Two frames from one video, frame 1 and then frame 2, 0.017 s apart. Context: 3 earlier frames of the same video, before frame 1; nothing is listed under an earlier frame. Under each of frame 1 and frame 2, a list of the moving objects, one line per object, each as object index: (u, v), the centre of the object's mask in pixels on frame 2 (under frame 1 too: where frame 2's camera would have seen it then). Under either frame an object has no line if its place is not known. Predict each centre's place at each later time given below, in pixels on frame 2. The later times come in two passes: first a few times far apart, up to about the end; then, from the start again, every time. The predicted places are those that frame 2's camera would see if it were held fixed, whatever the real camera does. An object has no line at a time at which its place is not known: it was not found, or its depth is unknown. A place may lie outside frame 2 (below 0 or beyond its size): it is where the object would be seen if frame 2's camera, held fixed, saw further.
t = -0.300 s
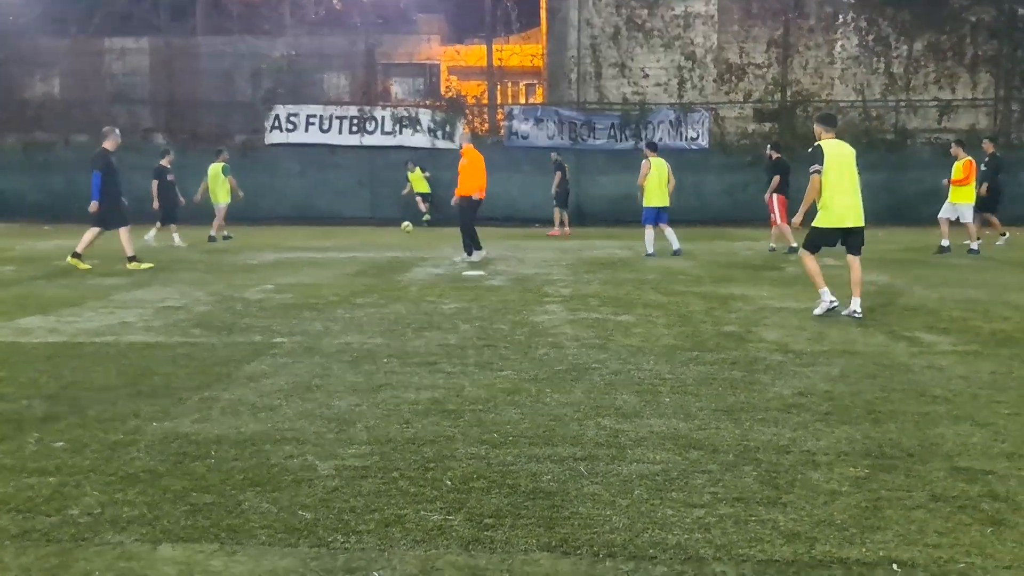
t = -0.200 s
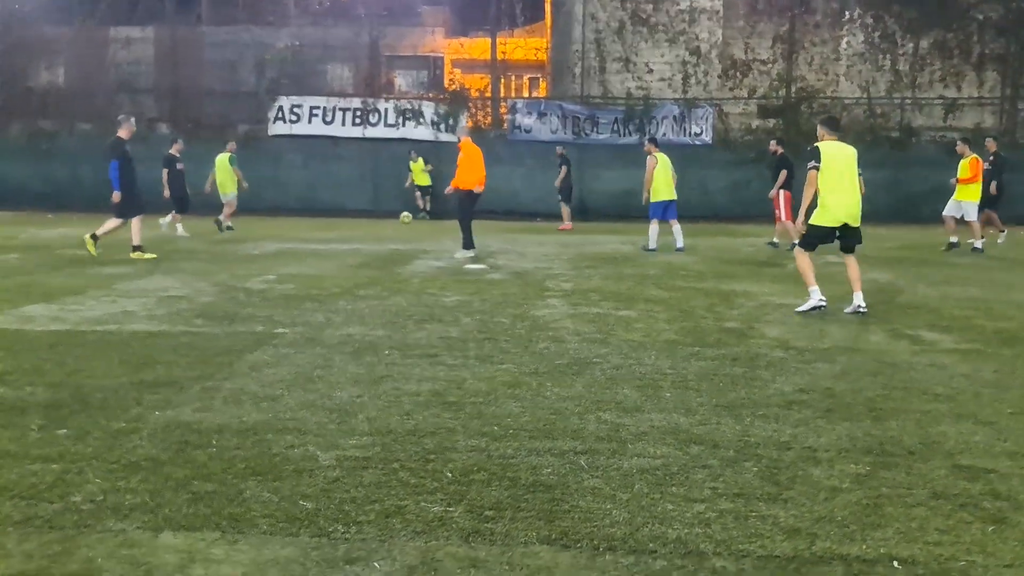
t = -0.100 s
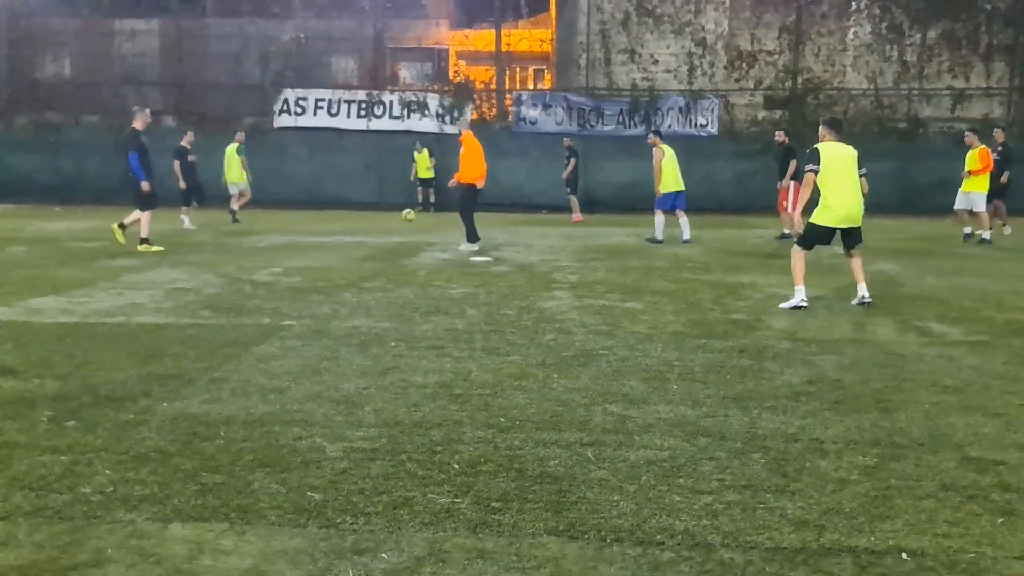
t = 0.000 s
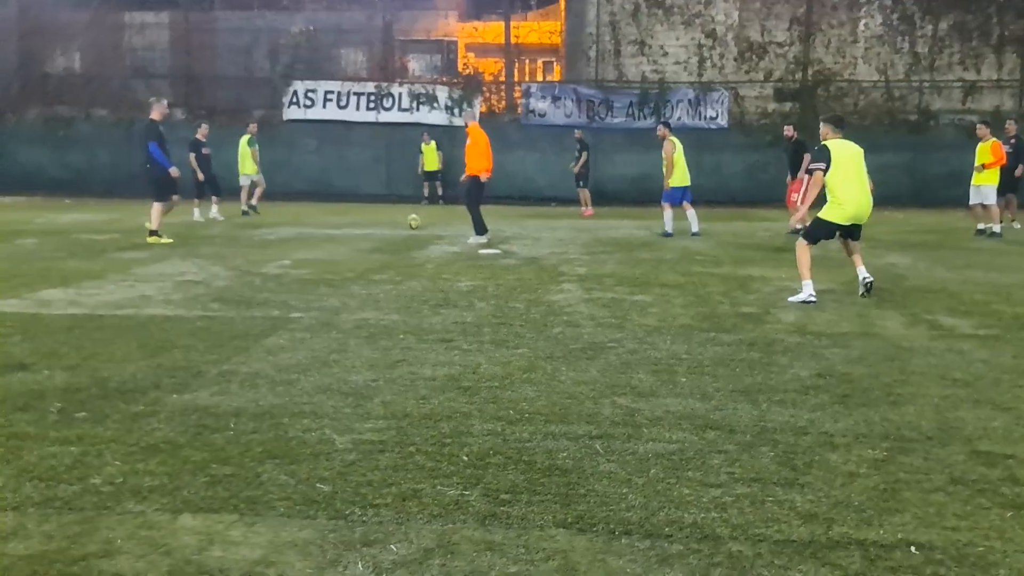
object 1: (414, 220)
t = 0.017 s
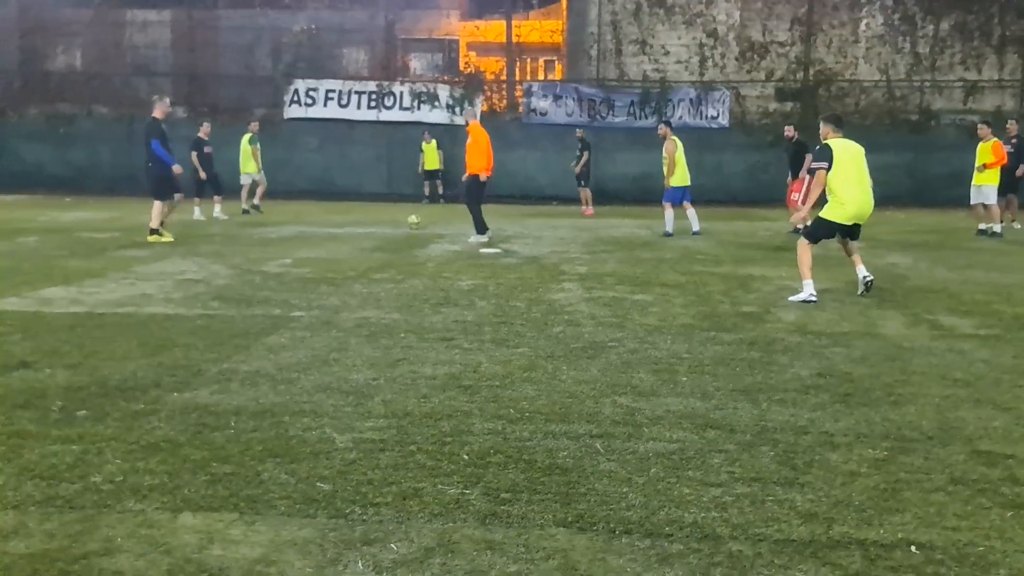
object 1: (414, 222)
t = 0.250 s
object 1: (407, 220)
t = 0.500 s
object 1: (394, 234)
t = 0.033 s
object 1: (414, 220)
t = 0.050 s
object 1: (413, 218)
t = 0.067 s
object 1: (411, 217)
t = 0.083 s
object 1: (410, 216)
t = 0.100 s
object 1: (410, 215)
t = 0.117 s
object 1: (409, 211)
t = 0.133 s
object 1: (406, 212)
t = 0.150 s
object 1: (407, 212)
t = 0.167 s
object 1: (406, 214)
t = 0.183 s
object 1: (406, 216)
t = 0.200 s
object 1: (406, 214)
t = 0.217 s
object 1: (405, 217)
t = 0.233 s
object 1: (407, 217)
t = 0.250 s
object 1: (407, 220)
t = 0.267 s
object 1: (406, 220)
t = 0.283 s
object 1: (406, 223)
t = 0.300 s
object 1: (405, 224)
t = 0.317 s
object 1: (404, 226)
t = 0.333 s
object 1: (403, 230)
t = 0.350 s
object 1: (402, 233)
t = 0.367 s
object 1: (400, 238)
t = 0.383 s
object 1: (400, 242)
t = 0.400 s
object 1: (399, 242)
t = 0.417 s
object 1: (398, 241)
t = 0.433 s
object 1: (398, 239)
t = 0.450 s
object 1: (397, 238)
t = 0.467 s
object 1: (396, 236)
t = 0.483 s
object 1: (395, 235)
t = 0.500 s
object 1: (394, 234)
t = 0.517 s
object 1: (393, 234)
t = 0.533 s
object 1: (393, 234)
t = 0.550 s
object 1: (392, 233)
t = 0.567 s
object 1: (391, 233)
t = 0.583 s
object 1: (390, 230)
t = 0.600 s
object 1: (390, 232)
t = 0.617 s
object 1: (388, 233)
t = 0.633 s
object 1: (388, 235)
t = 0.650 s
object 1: (387, 237)
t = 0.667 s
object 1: (385, 240)
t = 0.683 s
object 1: (385, 243)
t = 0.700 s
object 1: (384, 247)
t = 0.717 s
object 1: (382, 250)
